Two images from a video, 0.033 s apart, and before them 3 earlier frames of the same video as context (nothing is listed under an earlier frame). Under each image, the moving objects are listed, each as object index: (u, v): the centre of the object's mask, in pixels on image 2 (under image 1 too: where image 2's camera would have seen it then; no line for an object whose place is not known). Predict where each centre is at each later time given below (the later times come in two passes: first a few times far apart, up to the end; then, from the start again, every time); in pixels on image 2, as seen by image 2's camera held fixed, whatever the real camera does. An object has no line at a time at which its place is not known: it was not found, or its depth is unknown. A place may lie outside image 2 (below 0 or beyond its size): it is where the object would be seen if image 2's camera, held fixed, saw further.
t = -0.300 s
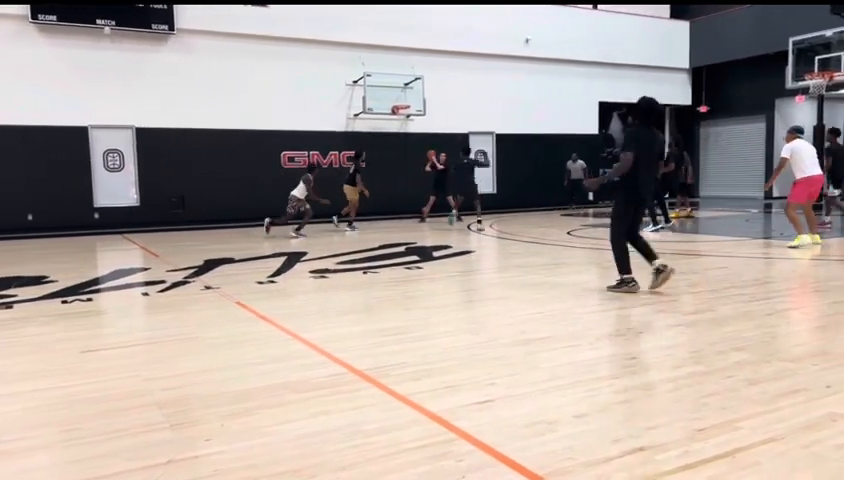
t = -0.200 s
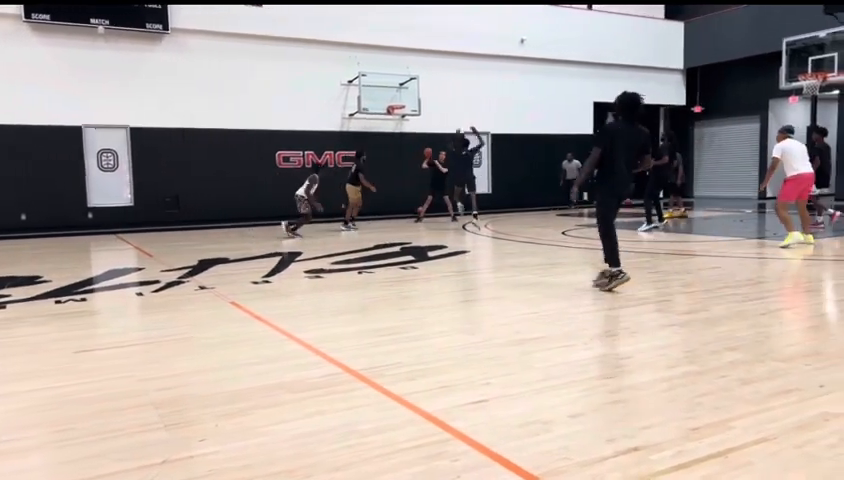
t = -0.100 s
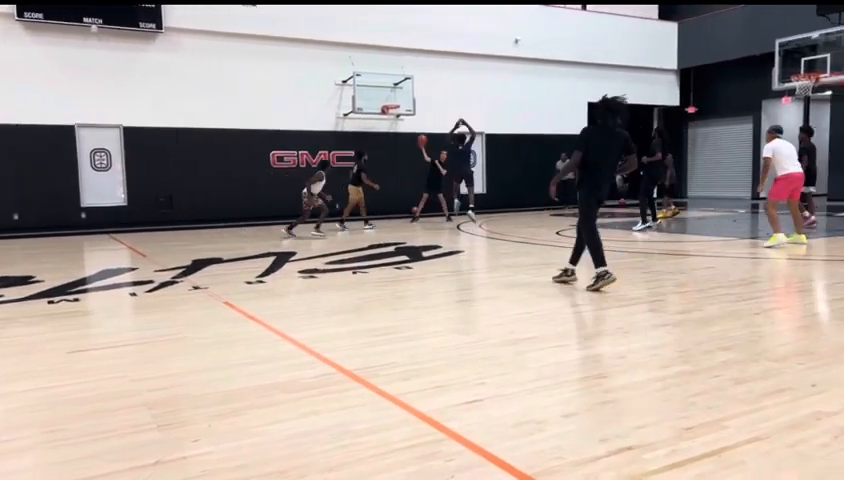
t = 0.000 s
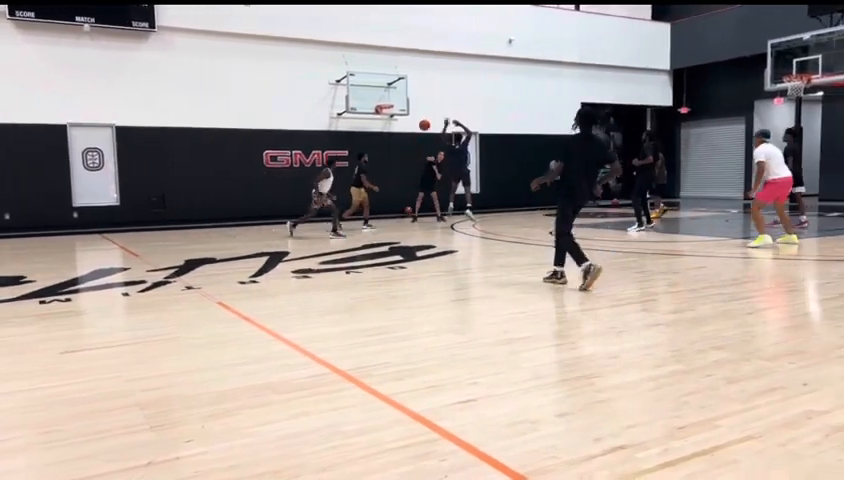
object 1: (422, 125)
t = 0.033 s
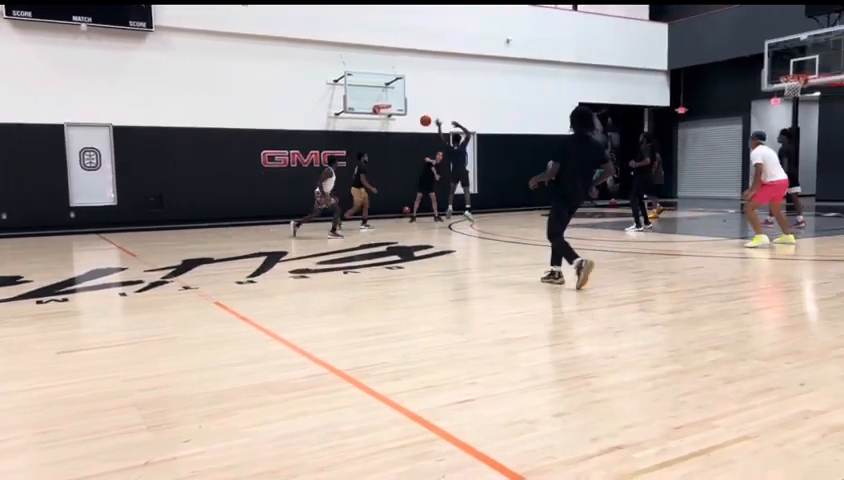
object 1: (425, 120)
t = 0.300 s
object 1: (458, 95)
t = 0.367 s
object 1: (470, 93)
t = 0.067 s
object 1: (429, 116)
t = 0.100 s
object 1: (432, 112)
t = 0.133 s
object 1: (436, 108)
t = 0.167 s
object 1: (440, 105)
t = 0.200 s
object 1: (444, 102)
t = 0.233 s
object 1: (449, 100)
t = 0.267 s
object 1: (453, 97)
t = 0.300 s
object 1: (458, 95)
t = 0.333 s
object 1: (464, 94)
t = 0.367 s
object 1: (470, 93)
